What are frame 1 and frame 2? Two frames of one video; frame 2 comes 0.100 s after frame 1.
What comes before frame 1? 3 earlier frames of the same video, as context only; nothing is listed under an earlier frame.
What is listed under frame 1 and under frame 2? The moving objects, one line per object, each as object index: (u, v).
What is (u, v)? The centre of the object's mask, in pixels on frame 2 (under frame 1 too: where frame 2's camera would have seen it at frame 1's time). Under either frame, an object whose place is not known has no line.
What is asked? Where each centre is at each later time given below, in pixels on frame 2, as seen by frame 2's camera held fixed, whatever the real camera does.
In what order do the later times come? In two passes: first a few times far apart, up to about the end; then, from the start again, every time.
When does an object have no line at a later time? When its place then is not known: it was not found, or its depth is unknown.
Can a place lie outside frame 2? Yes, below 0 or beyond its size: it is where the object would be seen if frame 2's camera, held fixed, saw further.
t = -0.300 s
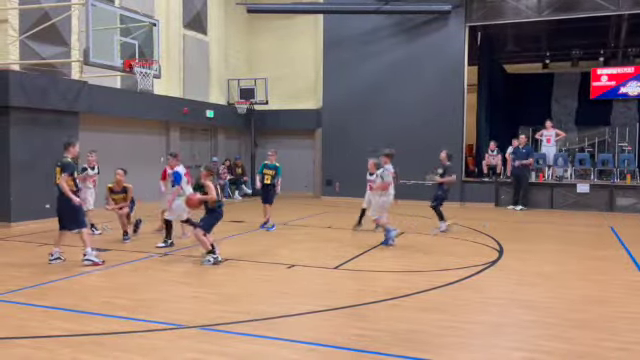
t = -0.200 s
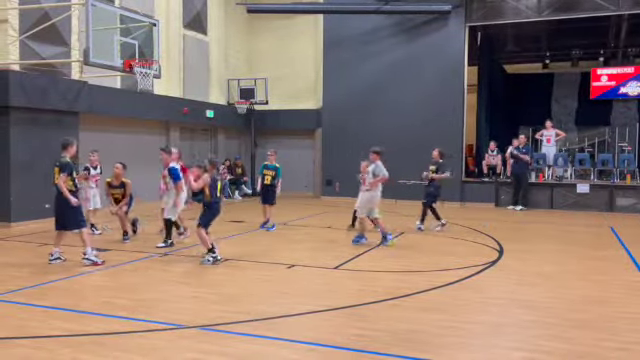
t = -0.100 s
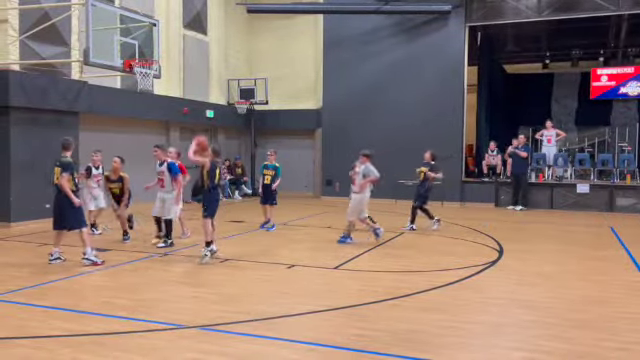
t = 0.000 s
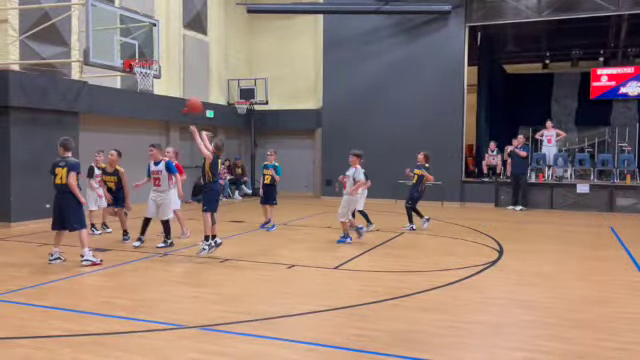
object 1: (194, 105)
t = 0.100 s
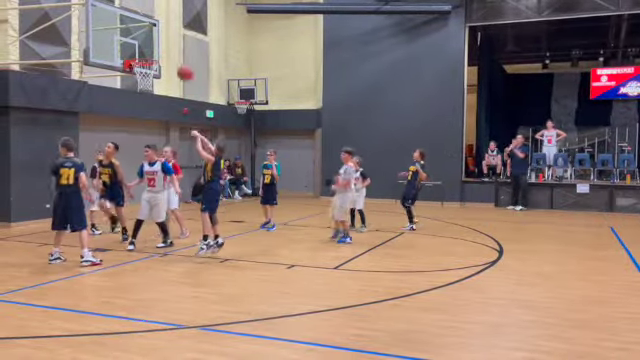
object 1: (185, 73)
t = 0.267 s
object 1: (172, 38)
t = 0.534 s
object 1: (155, 22)
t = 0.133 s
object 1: (182, 64)
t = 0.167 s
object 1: (179, 56)
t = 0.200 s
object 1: (177, 49)
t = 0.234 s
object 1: (174, 43)
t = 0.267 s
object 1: (172, 38)
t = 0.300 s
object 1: (170, 33)
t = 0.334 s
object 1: (167, 29)
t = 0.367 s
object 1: (165, 26)
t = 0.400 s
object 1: (163, 24)
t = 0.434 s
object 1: (160, 22)
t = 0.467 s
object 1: (159, 22)
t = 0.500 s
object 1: (157, 21)
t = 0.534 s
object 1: (155, 22)
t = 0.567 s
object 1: (152, 23)
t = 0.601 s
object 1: (151, 24)
